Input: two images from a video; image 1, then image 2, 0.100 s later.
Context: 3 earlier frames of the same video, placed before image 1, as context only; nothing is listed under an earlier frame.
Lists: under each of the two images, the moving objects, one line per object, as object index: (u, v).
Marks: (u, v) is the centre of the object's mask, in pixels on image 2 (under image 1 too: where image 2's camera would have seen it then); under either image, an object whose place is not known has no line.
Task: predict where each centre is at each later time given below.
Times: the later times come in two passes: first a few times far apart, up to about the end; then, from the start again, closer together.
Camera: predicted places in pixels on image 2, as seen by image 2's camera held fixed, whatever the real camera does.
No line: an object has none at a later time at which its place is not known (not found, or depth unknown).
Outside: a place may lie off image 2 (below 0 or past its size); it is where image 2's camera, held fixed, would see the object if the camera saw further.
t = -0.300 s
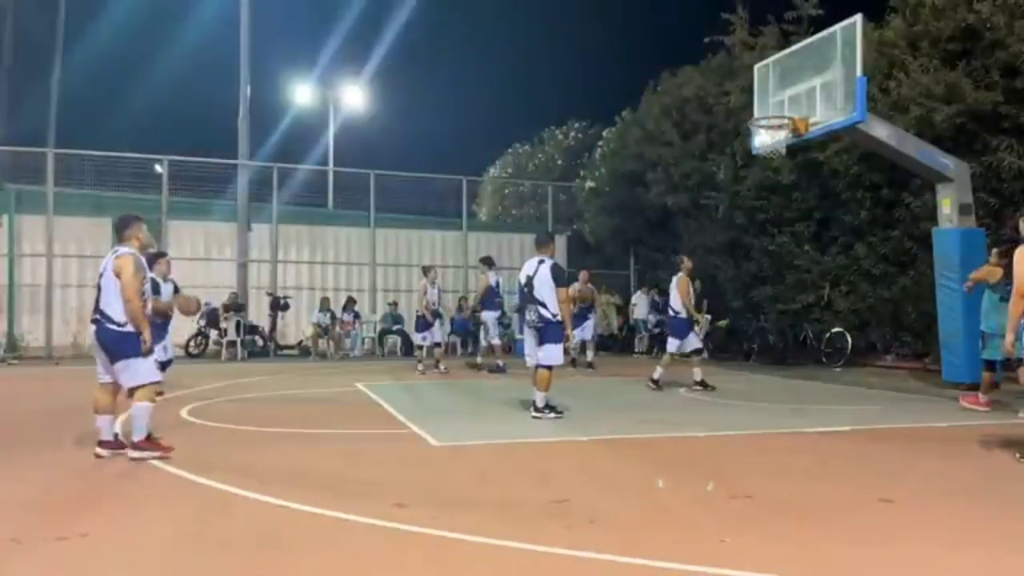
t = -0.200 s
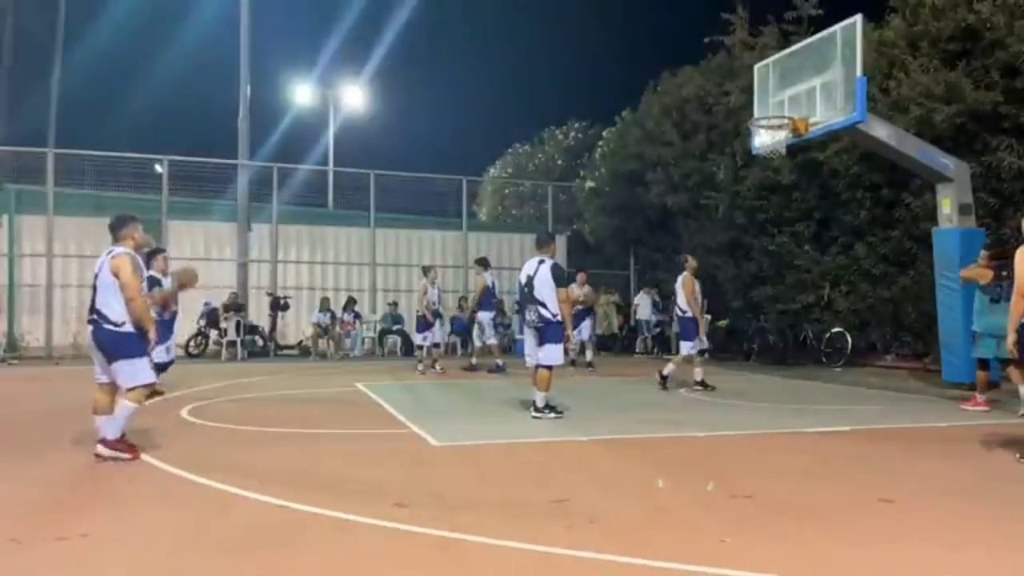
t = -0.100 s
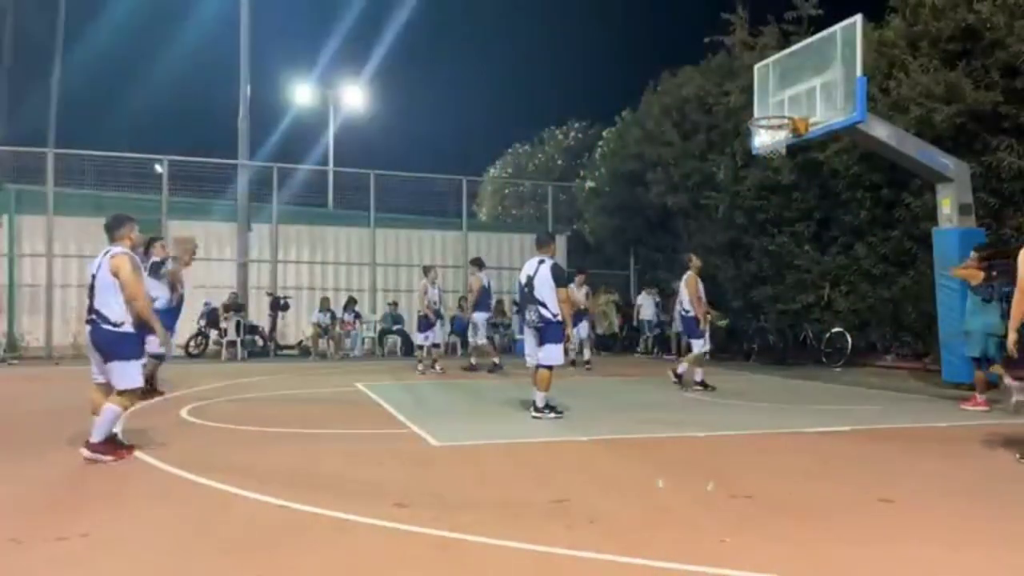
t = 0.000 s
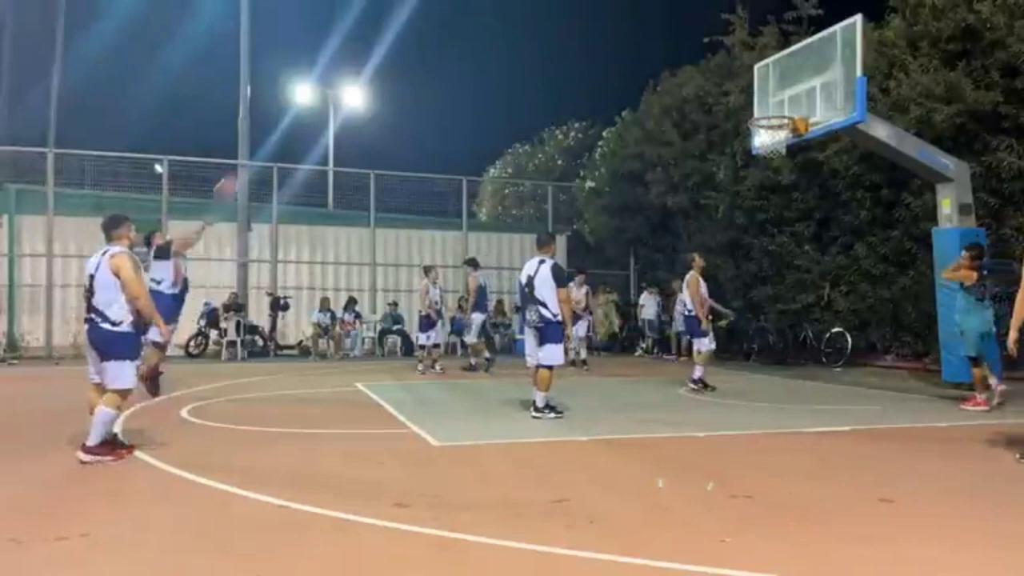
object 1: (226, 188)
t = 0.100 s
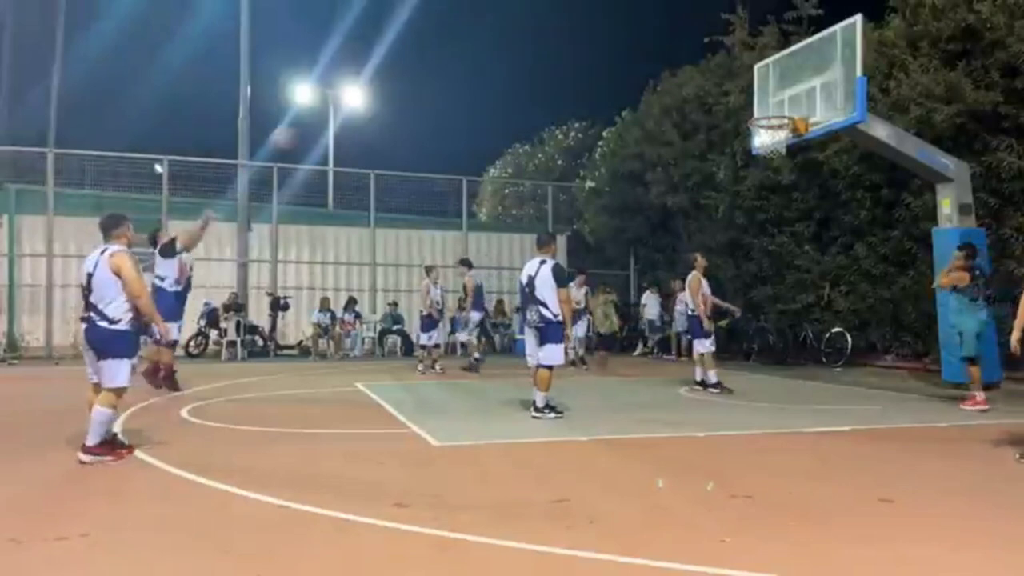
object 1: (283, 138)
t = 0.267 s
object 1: (368, 72)
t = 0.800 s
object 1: (619, 43)
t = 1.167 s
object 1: (778, 164)
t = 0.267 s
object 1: (368, 72)
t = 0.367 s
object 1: (419, 48)
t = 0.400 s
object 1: (435, 42)
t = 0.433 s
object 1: (452, 36)
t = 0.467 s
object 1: (466, 32)
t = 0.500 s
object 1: (482, 29)
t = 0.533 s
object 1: (498, 27)
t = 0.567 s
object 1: (514, 26)
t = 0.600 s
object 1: (529, 26)
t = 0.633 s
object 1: (545, 26)
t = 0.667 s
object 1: (560, 28)
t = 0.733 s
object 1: (590, 34)
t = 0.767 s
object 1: (605, 38)
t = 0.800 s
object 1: (619, 43)
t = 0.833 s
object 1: (635, 50)
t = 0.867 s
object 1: (649, 57)
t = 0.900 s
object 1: (663, 64)
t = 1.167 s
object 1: (778, 164)
